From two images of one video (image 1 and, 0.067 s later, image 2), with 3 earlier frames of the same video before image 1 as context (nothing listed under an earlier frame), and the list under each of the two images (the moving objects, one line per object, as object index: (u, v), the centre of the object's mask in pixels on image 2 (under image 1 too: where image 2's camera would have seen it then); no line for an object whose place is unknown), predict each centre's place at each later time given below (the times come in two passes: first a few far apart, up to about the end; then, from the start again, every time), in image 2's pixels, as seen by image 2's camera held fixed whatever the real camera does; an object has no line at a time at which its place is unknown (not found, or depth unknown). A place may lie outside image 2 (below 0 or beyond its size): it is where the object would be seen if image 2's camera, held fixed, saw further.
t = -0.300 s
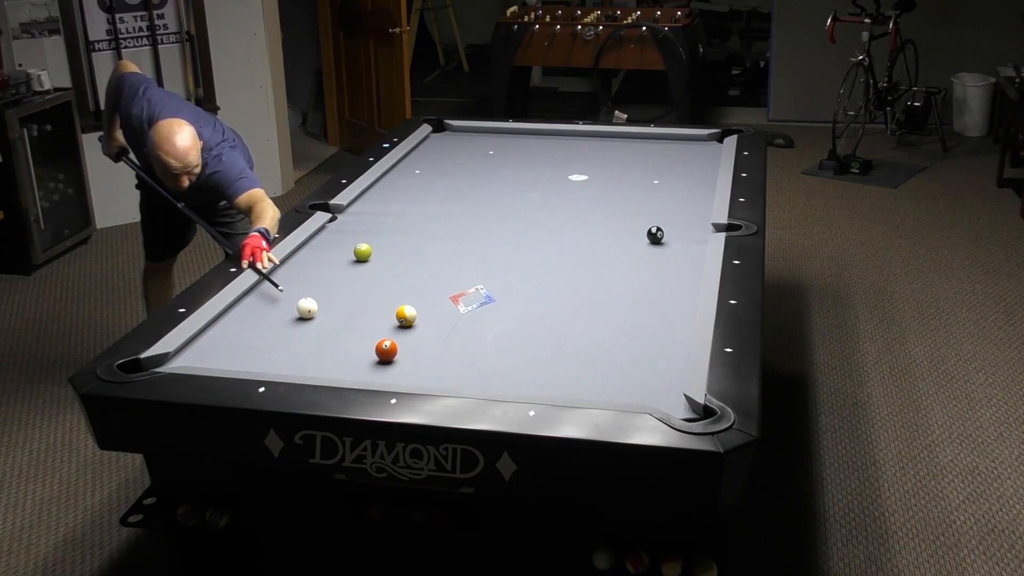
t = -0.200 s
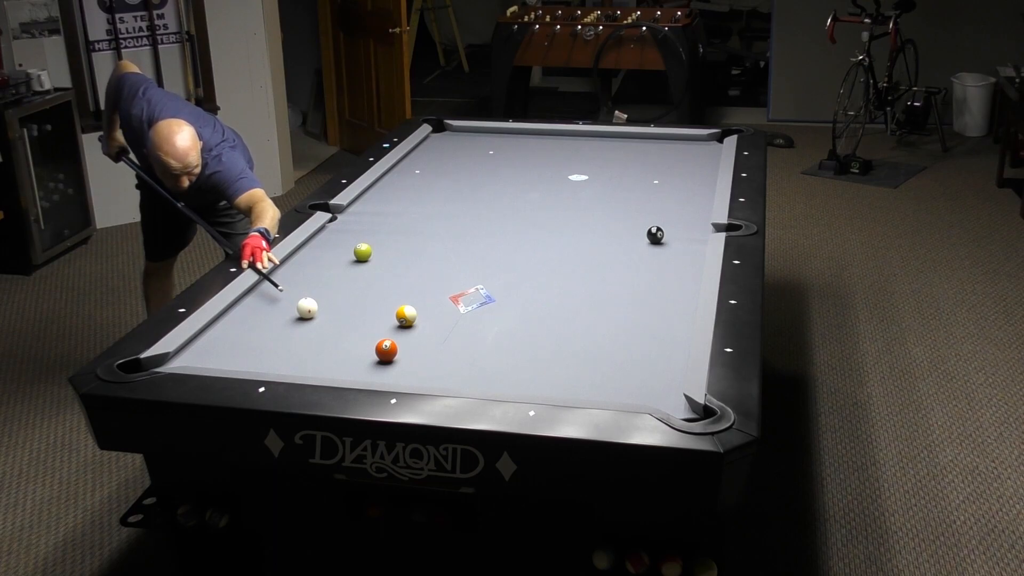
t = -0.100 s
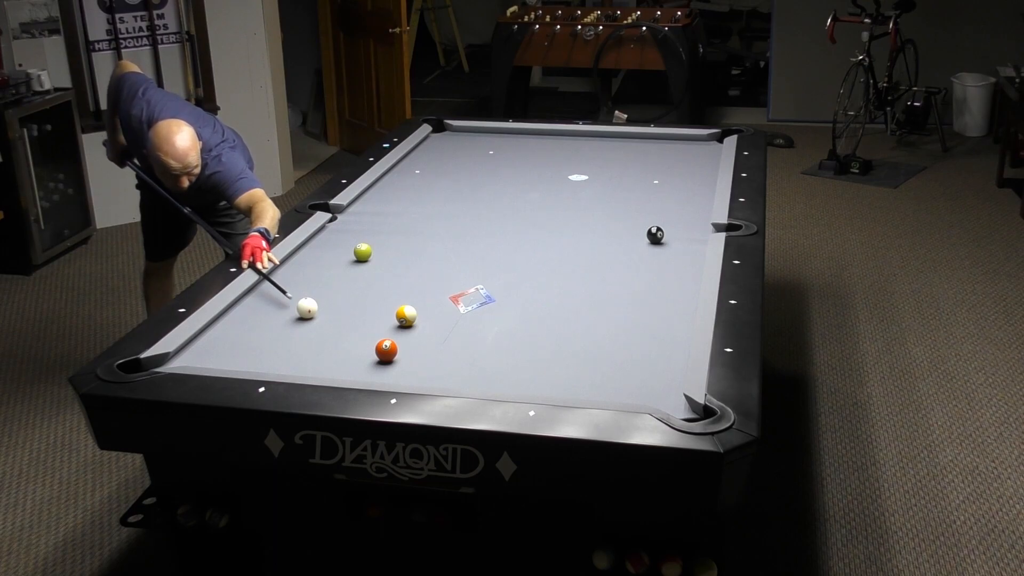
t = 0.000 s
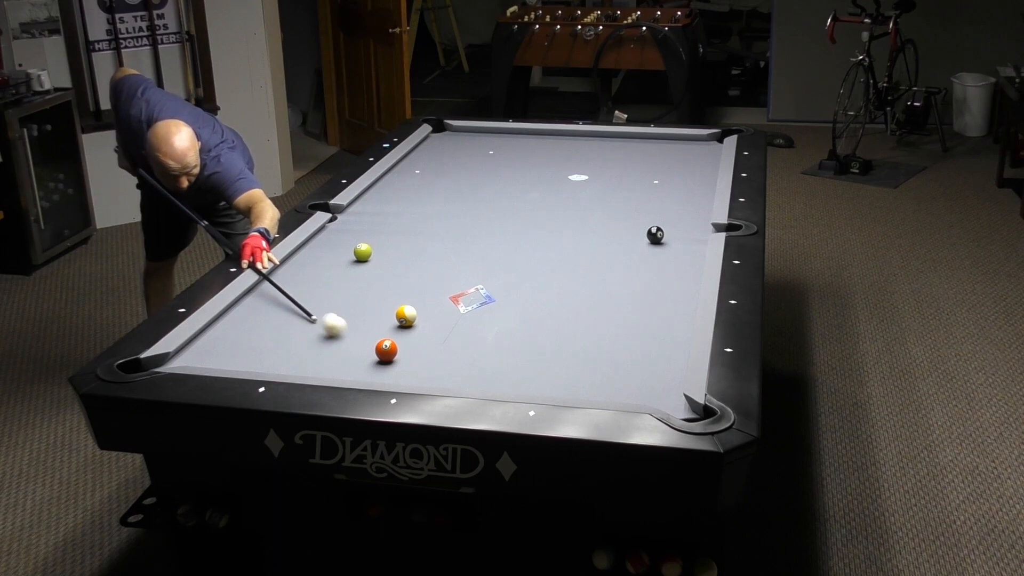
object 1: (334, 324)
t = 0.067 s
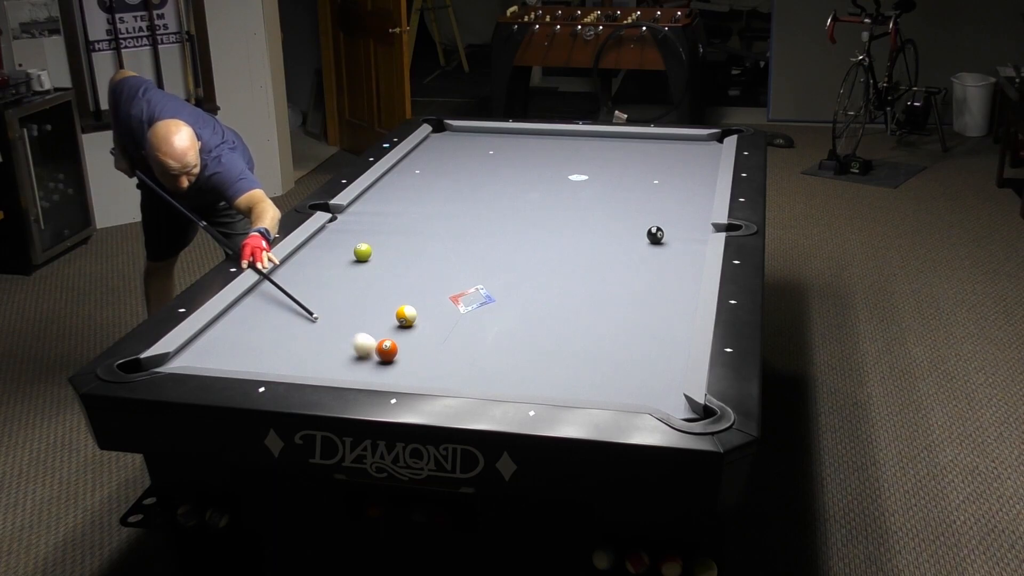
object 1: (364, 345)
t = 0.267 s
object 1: (326, 371)
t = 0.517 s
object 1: (313, 353)
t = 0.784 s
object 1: (301, 333)
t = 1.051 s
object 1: (290, 314)
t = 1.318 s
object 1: (281, 298)
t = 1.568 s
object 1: (273, 284)
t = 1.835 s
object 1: (283, 273)
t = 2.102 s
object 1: (303, 265)
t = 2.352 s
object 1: (320, 258)
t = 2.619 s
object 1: (337, 251)
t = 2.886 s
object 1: (351, 245)
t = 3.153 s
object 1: (366, 238)
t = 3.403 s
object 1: (377, 236)
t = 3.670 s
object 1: (388, 231)
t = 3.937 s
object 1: (398, 228)
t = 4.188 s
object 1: (406, 225)
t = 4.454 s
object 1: (413, 222)
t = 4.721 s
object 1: (420, 220)
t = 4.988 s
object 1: (425, 218)
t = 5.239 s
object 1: (429, 217)
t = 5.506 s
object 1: (433, 216)
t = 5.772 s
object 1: (435, 215)
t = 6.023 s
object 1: (436, 215)
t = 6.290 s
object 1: (436, 215)
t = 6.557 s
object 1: (435, 215)
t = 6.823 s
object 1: (435, 215)
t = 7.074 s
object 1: (435, 215)
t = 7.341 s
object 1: (435, 215)
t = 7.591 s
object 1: (435, 215)
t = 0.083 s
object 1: (364, 349)
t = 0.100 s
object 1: (360, 352)
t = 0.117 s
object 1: (357, 354)
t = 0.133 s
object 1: (353, 357)
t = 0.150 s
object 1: (350, 360)
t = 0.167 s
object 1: (346, 363)
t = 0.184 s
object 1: (343, 365)
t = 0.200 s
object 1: (339, 367)
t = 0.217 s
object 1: (335, 368)
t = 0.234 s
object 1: (332, 370)
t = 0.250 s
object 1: (329, 371)
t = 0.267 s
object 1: (326, 371)
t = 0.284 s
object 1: (325, 371)
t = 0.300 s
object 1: (324, 370)
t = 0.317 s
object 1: (323, 369)
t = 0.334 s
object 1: (323, 368)
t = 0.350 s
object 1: (322, 367)
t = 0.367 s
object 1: (321, 366)
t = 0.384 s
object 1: (320, 364)
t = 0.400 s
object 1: (319, 363)
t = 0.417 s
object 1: (318, 361)
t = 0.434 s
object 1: (317, 360)
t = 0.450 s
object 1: (316, 359)
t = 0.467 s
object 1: (316, 357)
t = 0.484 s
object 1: (314, 356)
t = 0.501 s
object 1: (314, 355)
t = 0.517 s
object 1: (313, 353)
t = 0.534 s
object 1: (312, 352)
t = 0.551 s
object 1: (311, 351)
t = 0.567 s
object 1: (311, 349)
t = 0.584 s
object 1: (309, 348)
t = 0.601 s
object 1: (309, 347)
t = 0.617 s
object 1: (308, 345)
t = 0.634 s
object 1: (307, 344)
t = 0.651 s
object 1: (307, 343)
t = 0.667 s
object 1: (306, 341)
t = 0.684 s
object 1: (305, 340)
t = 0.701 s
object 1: (304, 339)
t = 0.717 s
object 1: (304, 337)
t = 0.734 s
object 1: (303, 336)
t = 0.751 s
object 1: (302, 335)
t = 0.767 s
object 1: (301, 334)
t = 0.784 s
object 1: (301, 333)
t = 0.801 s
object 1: (300, 331)
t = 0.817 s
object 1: (299, 330)
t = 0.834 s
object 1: (299, 329)
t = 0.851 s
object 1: (298, 328)
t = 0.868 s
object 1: (297, 327)
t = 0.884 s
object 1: (296, 326)
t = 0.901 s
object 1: (296, 324)
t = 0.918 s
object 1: (295, 323)
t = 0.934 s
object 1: (295, 322)
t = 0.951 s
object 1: (294, 321)
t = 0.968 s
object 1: (293, 320)
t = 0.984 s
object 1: (292, 319)
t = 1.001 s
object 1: (292, 317)
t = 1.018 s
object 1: (291, 316)
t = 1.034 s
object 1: (291, 315)
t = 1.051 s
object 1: (290, 314)
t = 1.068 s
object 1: (289, 313)
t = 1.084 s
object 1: (289, 312)
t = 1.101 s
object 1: (288, 311)
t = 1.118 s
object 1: (288, 310)
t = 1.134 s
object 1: (287, 309)
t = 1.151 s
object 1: (286, 308)
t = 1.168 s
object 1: (286, 307)
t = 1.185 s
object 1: (285, 306)
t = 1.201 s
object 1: (285, 305)
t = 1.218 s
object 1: (284, 304)
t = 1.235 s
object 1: (284, 303)
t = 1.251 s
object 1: (283, 302)
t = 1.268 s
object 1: (282, 301)
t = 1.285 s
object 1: (282, 300)
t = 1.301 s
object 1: (281, 299)
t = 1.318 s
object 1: (281, 298)
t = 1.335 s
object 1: (280, 297)
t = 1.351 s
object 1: (280, 296)
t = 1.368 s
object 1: (279, 295)
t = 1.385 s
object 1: (278, 294)
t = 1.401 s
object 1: (278, 293)
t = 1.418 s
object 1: (277, 292)
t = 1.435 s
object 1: (277, 291)
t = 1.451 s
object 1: (276, 290)
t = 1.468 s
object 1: (276, 290)
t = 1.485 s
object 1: (275, 289)
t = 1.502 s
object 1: (275, 288)
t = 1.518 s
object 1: (274, 287)
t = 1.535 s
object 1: (274, 286)
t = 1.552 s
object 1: (273, 285)
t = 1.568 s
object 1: (273, 284)
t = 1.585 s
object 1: (272, 283)
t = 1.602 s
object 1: (272, 283)
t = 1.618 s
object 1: (271, 282)
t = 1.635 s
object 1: (271, 281)
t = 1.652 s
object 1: (270, 280)
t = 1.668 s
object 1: (270, 279)
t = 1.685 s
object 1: (270, 278)
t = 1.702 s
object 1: (271, 278)
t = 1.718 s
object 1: (273, 277)
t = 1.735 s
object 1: (275, 277)
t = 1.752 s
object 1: (276, 276)
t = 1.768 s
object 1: (277, 276)
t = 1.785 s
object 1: (278, 275)
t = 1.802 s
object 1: (280, 274)
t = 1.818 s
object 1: (281, 274)
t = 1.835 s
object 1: (283, 273)
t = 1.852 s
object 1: (284, 273)
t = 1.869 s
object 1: (285, 272)
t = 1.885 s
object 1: (287, 272)
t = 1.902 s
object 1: (288, 271)
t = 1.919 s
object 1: (289, 271)
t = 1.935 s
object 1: (290, 270)
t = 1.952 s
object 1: (292, 270)
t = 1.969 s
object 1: (293, 269)
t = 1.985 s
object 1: (294, 269)
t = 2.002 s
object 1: (295, 268)
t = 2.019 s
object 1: (297, 268)
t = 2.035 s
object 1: (298, 267)
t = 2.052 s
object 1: (299, 267)
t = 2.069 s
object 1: (300, 266)
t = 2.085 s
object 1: (302, 265)
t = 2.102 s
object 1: (303, 265)
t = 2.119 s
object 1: (304, 265)
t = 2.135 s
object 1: (305, 264)
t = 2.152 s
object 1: (306, 264)
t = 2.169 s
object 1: (308, 263)
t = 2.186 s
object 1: (309, 263)
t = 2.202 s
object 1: (310, 262)
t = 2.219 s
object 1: (311, 262)
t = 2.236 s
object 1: (312, 261)
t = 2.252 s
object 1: (313, 261)
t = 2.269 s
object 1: (315, 260)
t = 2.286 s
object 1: (316, 260)
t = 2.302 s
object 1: (317, 259)
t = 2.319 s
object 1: (318, 259)
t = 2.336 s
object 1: (319, 258)
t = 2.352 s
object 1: (320, 258)
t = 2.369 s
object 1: (321, 258)
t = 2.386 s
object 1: (322, 257)
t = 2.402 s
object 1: (323, 257)
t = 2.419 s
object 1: (324, 256)
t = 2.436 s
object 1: (326, 256)
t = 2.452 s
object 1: (327, 255)
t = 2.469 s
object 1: (328, 255)
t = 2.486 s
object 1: (329, 255)
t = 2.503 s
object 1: (330, 254)
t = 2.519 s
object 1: (331, 254)
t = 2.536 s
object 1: (332, 253)
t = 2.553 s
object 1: (333, 253)
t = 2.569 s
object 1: (334, 253)
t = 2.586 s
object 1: (335, 252)
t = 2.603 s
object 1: (336, 252)
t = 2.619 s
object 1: (337, 251)
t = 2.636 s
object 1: (338, 251)
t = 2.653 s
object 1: (339, 251)
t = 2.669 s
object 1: (340, 250)
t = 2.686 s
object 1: (341, 250)
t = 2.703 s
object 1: (342, 249)
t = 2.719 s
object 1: (343, 249)
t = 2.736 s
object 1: (344, 249)
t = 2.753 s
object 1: (344, 248)
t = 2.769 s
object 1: (345, 248)
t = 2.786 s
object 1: (346, 247)
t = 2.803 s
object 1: (347, 247)
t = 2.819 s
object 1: (347, 247)
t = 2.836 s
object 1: (348, 246)
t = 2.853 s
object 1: (349, 246)
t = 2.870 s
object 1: (350, 245)
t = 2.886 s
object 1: (351, 245)
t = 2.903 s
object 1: (351, 244)
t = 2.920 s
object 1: (352, 243)
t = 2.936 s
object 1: (353, 243)
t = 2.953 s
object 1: (354, 242)
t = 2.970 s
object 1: (355, 242)
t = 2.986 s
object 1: (356, 241)
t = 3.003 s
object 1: (357, 241)
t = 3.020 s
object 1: (358, 240)
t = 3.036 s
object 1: (359, 240)
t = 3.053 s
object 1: (360, 240)
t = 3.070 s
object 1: (361, 239)
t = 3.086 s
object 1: (362, 239)
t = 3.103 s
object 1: (363, 239)
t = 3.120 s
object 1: (364, 238)
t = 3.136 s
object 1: (365, 238)
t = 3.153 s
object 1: (366, 238)
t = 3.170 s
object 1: (367, 238)
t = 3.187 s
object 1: (368, 238)
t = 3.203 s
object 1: (369, 238)
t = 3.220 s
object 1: (369, 238)
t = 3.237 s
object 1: (370, 238)
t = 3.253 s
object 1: (371, 238)
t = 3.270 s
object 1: (372, 238)
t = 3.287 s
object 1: (372, 237)
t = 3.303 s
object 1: (373, 237)
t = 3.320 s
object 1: (374, 237)
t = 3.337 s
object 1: (374, 237)
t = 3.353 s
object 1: (375, 237)
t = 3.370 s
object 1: (376, 236)
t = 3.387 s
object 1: (376, 236)
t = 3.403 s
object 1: (377, 236)
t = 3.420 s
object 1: (378, 236)
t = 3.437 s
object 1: (379, 235)
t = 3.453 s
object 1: (379, 235)
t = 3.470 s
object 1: (380, 235)
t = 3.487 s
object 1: (381, 234)
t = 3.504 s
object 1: (382, 234)
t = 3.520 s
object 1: (382, 234)
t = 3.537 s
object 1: (383, 233)
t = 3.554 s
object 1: (383, 233)
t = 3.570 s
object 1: (384, 233)
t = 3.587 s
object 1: (385, 233)
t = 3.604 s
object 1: (386, 232)
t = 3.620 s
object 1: (386, 232)
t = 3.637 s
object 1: (387, 232)
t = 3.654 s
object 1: (388, 232)
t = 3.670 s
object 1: (388, 231)
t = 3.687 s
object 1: (389, 231)
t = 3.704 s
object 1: (390, 231)
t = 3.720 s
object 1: (390, 231)
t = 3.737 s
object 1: (391, 230)
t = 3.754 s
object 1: (392, 230)
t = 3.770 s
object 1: (392, 230)
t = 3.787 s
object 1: (393, 230)
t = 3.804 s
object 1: (393, 230)
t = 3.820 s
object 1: (394, 230)
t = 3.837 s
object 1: (395, 229)
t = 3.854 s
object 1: (395, 229)
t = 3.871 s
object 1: (396, 229)
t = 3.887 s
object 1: (396, 229)
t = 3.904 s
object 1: (397, 228)
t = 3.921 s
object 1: (398, 228)
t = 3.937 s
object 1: (398, 228)
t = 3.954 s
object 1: (399, 228)
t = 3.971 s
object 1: (399, 228)
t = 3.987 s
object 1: (400, 227)
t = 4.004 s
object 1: (400, 227)
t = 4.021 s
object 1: (401, 227)
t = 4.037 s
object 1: (402, 227)
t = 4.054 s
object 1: (402, 227)
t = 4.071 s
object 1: (403, 226)
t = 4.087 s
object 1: (403, 226)
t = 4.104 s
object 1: (404, 226)
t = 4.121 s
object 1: (404, 226)
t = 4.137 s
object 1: (405, 226)
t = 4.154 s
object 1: (405, 225)
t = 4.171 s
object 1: (406, 225)
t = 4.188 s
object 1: (406, 225)
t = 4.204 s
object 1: (407, 225)
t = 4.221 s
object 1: (407, 225)
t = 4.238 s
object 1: (408, 225)
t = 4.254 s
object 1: (408, 224)
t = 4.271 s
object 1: (408, 224)
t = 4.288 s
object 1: (409, 224)
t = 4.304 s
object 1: (409, 224)
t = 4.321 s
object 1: (410, 224)
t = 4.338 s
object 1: (410, 223)
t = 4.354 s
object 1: (411, 223)
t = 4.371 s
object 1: (411, 223)
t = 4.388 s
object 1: (411, 223)
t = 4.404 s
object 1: (412, 223)
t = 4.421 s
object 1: (412, 223)
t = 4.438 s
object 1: (413, 222)
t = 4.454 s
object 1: (413, 222)
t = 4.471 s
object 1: (414, 222)
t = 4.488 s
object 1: (414, 222)
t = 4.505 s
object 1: (415, 222)
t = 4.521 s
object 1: (415, 222)
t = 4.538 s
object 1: (415, 222)
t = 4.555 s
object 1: (416, 221)
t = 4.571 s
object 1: (416, 221)
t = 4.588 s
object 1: (416, 221)
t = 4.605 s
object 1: (417, 221)
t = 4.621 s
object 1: (417, 221)
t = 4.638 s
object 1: (418, 221)
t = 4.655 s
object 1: (418, 221)
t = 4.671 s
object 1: (419, 221)
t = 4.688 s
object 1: (419, 220)
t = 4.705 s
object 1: (419, 220)
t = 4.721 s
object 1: (420, 220)
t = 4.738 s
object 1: (420, 220)
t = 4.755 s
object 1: (420, 220)
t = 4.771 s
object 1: (421, 220)
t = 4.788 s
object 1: (421, 220)
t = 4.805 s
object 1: (422, 220)
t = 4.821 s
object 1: (422, 219)
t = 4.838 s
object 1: (422, 219)
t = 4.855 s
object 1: (423, 219)
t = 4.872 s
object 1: (423, 219)
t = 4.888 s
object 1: (423, 219)
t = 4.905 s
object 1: (424, 219)
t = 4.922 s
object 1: (424, 219)
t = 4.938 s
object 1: (424, 219)
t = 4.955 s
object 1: (425, 219)
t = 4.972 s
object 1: (425, 218)
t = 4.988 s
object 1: (425, 218)
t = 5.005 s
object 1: (426, 218)
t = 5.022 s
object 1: (426, 218)
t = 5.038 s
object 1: (426, 218)
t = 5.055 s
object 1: (426, 218)
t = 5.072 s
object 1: (427, 218)
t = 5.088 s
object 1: (427, 218)
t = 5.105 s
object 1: (427, 218)
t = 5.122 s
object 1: (428, 218)
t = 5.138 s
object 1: (428, 217)
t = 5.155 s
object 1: (428, 217)
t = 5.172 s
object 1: (428, 217)
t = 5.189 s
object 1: (428, 217)
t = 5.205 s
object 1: (429, 217)
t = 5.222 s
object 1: (429, 217)
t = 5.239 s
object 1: (429, 217)
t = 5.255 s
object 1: (429, 217)
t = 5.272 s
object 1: (430, 217)
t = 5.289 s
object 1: (430, 217)
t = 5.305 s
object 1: (430, 217)
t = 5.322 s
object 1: (430, 217)
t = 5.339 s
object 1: (431, 217)
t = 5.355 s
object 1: (431, 216)
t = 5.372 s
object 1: (431, 216)
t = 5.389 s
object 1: (431, 216)
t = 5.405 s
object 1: (431, 216)
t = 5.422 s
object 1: (432, 216)
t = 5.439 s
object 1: (432, 216)
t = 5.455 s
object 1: (432, 216)
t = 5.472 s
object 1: (432, 216)
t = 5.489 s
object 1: (433, 216)
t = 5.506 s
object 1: (433, 216)
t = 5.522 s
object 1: (433, 216)
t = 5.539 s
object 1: (433, 216)
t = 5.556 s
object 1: (433, 216)
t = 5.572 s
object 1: (433, 216)
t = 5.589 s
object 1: (434, 216)
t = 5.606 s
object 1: (434, 216)
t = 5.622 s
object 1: (434, 216)
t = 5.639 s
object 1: (434, 216)
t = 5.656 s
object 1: (434, 216)
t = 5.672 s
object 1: (434, 216)
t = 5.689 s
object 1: (434, 216)
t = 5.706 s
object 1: (435, 216)
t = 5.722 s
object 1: (435, 216)
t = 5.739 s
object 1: (435, 216)
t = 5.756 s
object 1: (435, 215)
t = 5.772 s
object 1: (435, 215)
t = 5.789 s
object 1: (435, 215)
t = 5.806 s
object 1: (435, 215)
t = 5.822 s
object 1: (435, 215)
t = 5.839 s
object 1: (435, 215)
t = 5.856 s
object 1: (435, 215)
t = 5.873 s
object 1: (435, 215)
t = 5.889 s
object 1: (435, 215)
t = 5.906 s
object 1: (435, 215)
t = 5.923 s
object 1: (435, 215)
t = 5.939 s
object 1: (435, 215)
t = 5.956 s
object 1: (435, 215)
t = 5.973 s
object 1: (436, 215)
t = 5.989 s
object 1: (436, 215)
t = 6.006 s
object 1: (436, 215)
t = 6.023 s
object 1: (436, 215)
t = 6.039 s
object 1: (436, 215)
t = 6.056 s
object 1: (436, 215)
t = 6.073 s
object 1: (436, 215)
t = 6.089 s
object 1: (436, 215)
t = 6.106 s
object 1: (436, 215)
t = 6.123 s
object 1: (436, 215)
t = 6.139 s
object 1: (436, 215)
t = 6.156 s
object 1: (436, 215)
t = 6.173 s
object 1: (436, 215)
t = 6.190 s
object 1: (436, 215)
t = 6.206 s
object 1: (436, 215)
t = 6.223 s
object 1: (436, 215)
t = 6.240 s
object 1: (436, 215)
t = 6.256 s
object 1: (436, 215)
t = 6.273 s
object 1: (436, 215)
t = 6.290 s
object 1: (436, 215)
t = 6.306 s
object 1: (436, 215)
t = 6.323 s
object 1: (436, 215)
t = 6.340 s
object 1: (436, 215)
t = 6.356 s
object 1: (435, 215)
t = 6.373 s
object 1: (435, 215)
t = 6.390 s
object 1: (435, 215)
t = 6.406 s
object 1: (435, 215)
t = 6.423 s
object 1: (435, 215)
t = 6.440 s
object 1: (435, 215)
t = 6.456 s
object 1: (435, 215)
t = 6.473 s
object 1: (435, 215)
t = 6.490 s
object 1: (435, 215)
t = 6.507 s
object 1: (435, 215)
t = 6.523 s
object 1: (435, 215)
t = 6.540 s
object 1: (435, 215)
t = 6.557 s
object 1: (435, 215)
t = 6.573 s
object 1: (435, 215)
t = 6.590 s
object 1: (435, 215)
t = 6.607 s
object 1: (435, 215)
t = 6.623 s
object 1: (435, 215)
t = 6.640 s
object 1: (435, 215)
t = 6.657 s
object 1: (435, 215)
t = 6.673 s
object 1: (435, 215)
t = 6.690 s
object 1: (435, 215)
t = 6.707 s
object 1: (435, 215)
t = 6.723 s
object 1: (435, 215)
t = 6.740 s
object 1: (435, 215)
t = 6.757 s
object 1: (435, 215)
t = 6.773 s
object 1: (435, 215)
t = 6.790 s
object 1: (435, 215)
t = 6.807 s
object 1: (435, 215)
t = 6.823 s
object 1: (435, 215)
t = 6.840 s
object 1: (435, 215)
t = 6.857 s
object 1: (435, 215)
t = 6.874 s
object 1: (435, 215)
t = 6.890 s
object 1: (435, 215)
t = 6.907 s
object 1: (435, 215)
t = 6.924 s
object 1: (435, 215)
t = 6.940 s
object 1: (435, 215)
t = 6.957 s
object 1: (435, 215)
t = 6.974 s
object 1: (435, 215)
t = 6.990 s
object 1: (435, 215)
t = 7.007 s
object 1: (435, 215)
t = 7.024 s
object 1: (435, 215)
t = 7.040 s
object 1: (435, 215)
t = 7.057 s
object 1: (435, 215)
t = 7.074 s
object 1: (435, 215)
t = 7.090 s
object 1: (435, 215)
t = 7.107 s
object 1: (435, 215)
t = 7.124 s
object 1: (435, 215)
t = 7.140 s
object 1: (435, 215)
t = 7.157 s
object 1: (435, 215)
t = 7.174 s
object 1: (435, 215)
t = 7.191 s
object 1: (435, 215)
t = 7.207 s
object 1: (435, 215)
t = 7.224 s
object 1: (435, 215)
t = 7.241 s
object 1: (435, 215)
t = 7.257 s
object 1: (435, 215)
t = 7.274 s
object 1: (435, 215)
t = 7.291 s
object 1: (435, 215)
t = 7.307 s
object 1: (435, 215)
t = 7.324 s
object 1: (435, 215)
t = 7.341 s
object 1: (435, 215)
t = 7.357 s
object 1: (435, 215)
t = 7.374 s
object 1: (435, 215)
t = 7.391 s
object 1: (435, 215)
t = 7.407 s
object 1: (435, 215)
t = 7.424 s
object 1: (435, 215)
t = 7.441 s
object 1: (435, 215)
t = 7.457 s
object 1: (435, 215)
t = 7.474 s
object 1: (435, 215)
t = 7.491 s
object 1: (435, 215)
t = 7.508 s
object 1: (435, 215)
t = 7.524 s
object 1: (435, 215)
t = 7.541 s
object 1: (435, 215)
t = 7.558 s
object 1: (435, 215)
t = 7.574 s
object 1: (435, 215)
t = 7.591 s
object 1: (435, 215)
